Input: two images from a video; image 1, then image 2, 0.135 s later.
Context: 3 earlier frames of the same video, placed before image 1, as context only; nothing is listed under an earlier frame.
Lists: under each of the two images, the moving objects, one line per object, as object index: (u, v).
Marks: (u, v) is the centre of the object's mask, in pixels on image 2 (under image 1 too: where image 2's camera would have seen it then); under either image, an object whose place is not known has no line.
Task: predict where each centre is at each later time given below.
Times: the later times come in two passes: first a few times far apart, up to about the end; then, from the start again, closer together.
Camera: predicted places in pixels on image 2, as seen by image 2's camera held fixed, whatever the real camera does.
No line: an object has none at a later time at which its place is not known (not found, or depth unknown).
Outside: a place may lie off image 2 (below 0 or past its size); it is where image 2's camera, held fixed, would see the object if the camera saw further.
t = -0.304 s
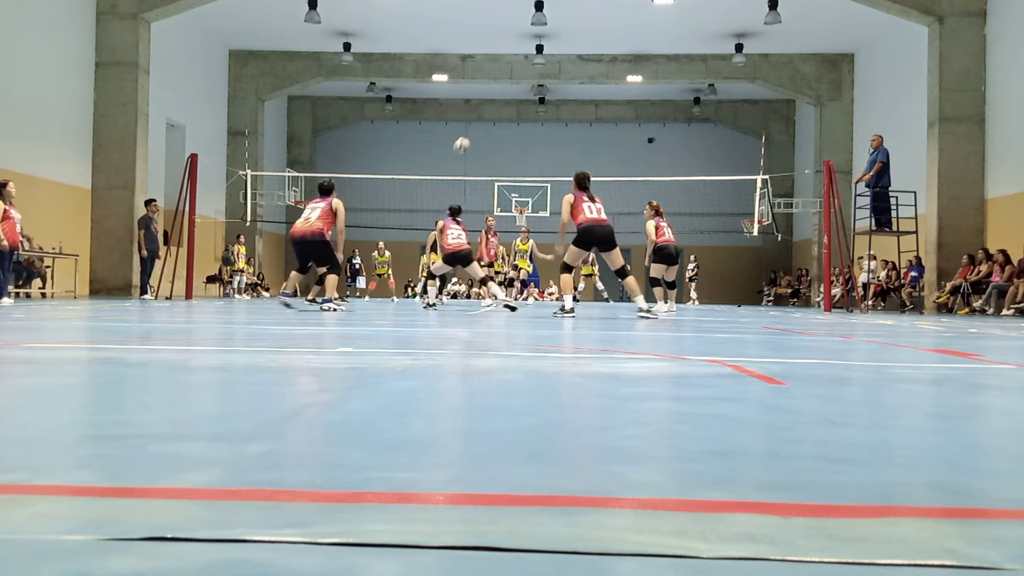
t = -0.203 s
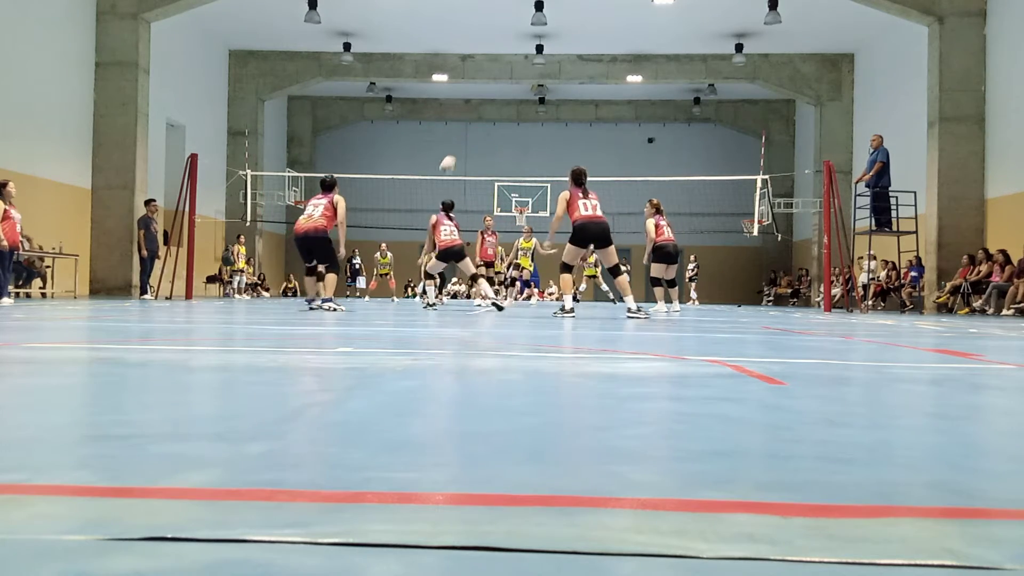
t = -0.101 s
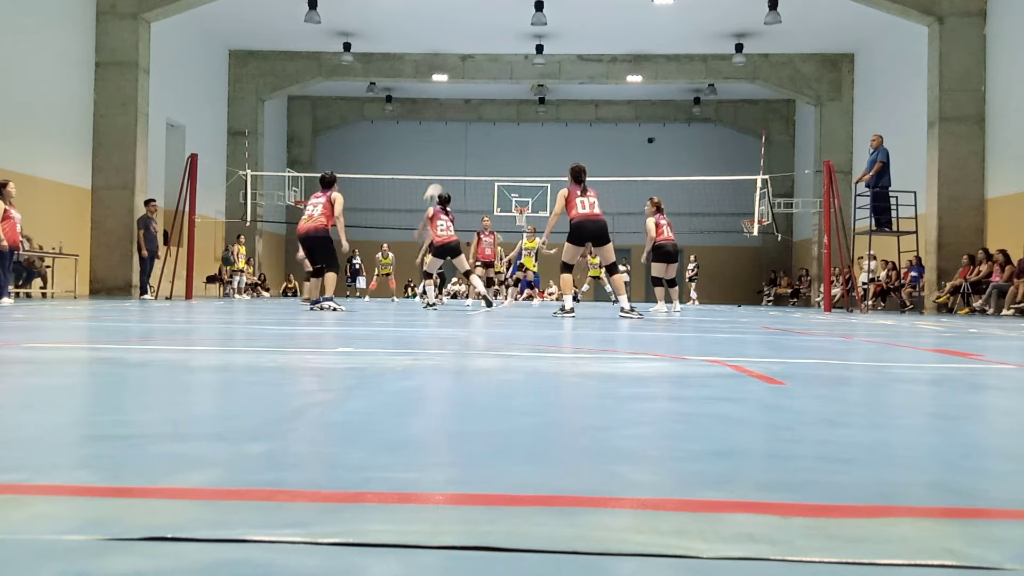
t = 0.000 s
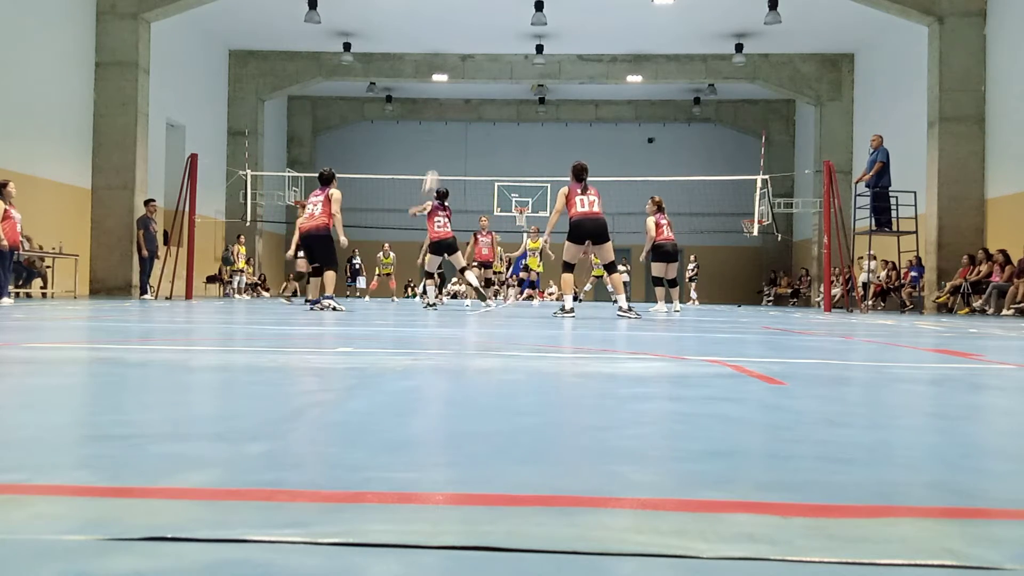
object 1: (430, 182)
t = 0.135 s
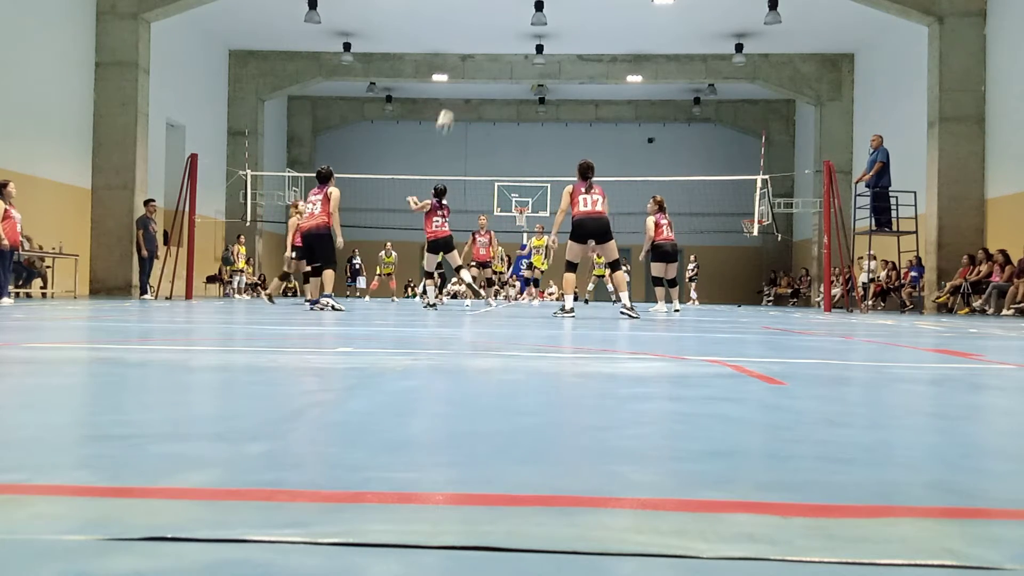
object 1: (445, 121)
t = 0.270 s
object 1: (458, 72)
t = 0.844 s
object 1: (505, 29)
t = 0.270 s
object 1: (458, 72)
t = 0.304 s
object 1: (461, 64)
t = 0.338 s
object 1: (464, 56)
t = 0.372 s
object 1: (467, 49)
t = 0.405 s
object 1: (470, 41)
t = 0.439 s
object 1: (473, 35)
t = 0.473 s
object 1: (476, 30)
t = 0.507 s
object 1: (479, 27)
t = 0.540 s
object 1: (482, 23)
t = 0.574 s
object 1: (485, 21)
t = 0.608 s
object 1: (488, 19)
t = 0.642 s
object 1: (491, 18)
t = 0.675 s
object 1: (493, 18)
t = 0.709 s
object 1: (495, 19)
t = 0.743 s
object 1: (498, 20)
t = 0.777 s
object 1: (501, 23)
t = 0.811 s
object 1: (502, 25)
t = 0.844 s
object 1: (505, 29)
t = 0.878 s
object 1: (508, 33)
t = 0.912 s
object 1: (510, 39)
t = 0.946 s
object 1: (513, 44)
